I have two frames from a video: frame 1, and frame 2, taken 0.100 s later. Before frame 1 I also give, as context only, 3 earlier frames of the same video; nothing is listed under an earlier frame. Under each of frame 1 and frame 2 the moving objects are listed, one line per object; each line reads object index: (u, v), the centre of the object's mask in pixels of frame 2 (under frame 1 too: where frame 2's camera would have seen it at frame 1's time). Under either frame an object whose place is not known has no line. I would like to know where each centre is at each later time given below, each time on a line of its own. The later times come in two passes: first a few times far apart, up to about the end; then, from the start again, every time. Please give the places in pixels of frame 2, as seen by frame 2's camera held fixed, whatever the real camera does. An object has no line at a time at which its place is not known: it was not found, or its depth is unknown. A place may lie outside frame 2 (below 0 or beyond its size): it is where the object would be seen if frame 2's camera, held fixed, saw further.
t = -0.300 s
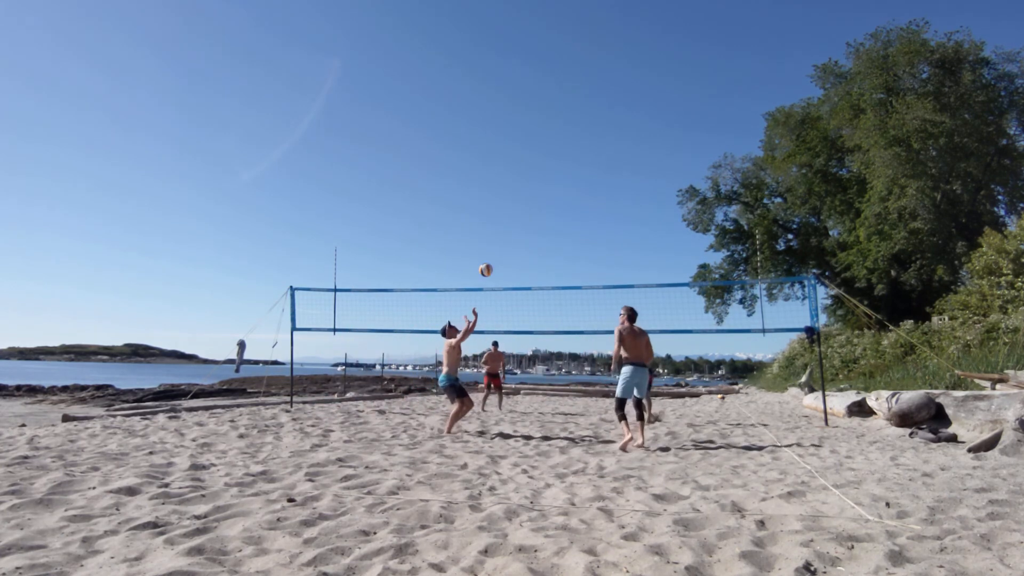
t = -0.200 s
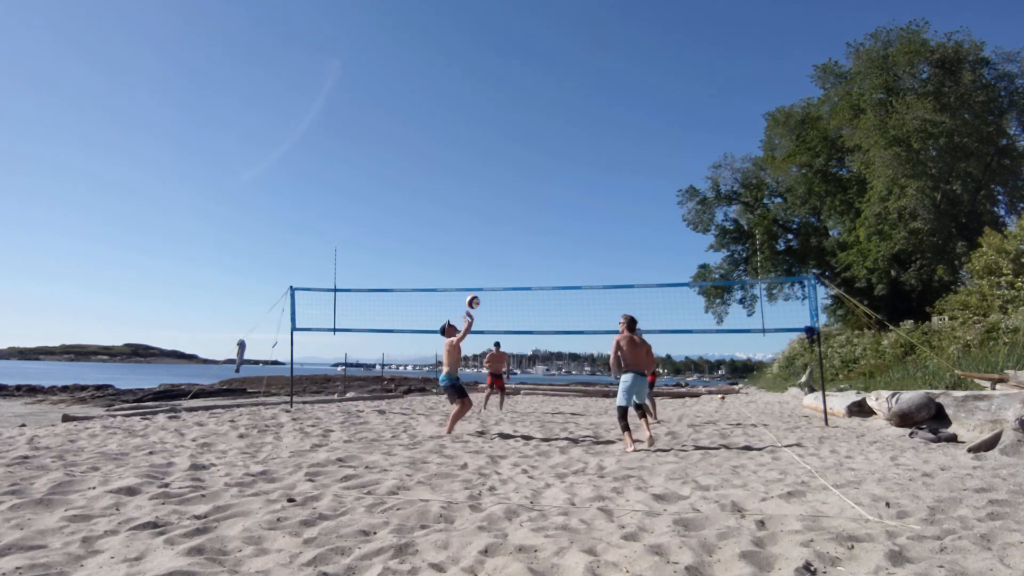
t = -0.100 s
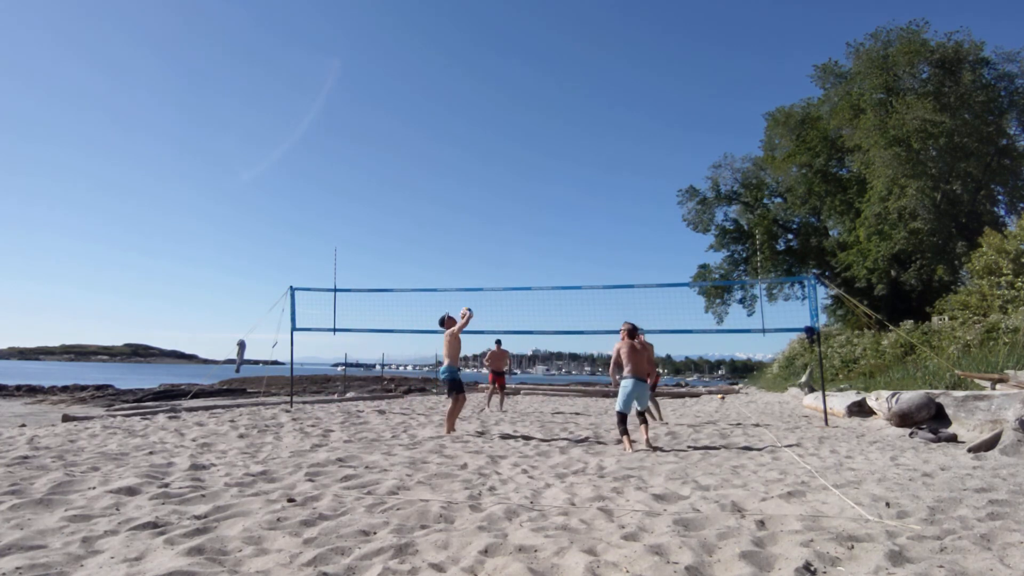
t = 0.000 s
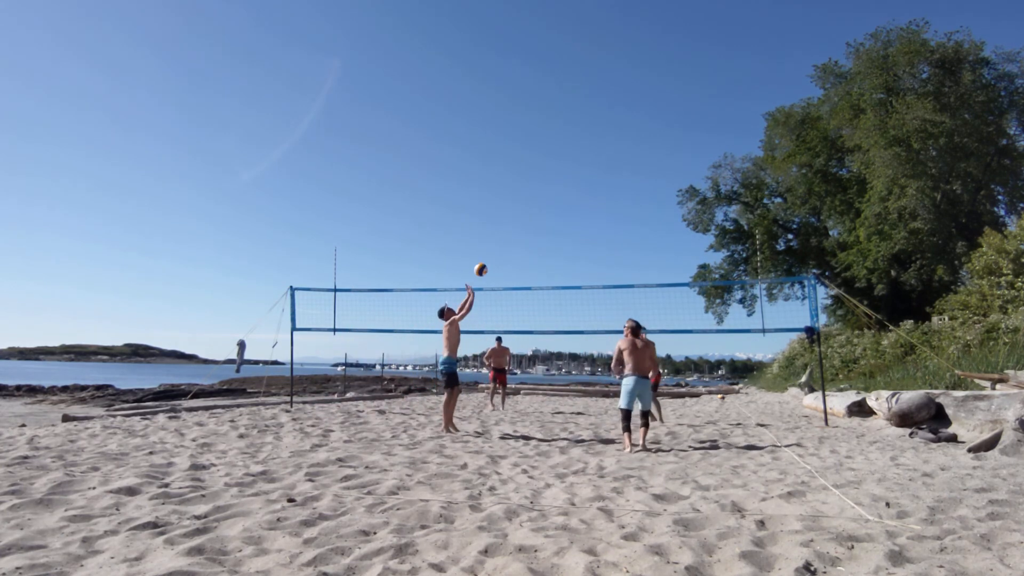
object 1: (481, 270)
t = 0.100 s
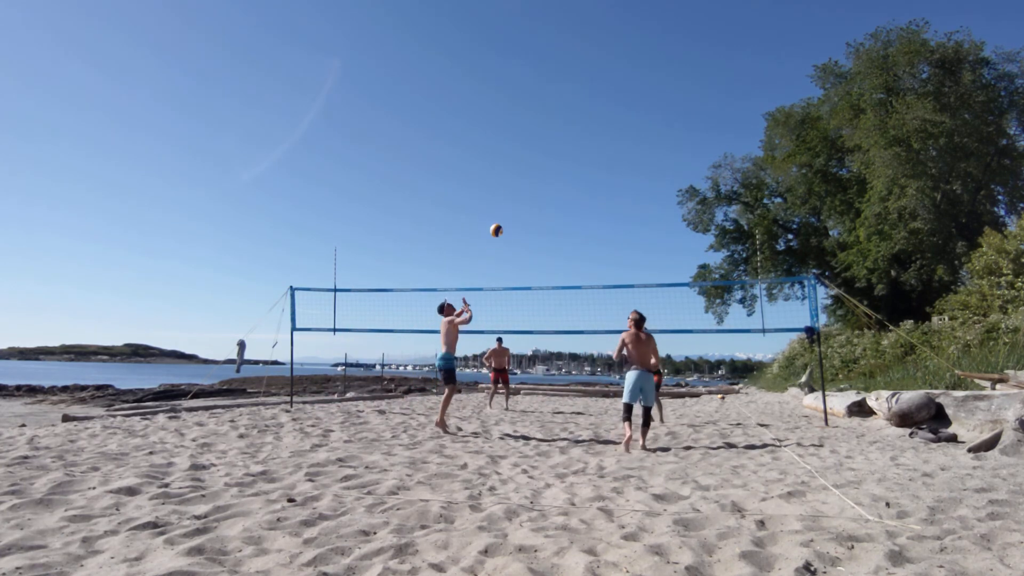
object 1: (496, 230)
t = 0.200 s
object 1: (510, 199)
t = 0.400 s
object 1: (534, 157)
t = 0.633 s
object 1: (559, 139)
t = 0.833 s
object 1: (579, 148)
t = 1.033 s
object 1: (597, 178)
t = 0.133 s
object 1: (501, 219)
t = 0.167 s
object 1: (506, 209)
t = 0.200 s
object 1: (510, 199)
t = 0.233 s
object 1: (514, 190)
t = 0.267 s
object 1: (518, 182)
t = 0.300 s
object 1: (522, 175)
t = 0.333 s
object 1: (526, 169)
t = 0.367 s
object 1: (530, 163)
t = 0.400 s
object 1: (534, 157)
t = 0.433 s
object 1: (538, 153)
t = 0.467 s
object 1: (541, 149)
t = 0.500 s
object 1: (545, 145)
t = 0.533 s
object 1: (548, 143)
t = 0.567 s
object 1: (552, 141)
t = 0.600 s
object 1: (556, 139)
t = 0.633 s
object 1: (559, 139)
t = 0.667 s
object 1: (562, 139)
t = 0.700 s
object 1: (566, 139)
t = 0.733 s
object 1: (569, 141)
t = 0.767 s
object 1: (572, 142)
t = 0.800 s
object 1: (576, 145)
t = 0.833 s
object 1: (579, 148)
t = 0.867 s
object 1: (582, 151)
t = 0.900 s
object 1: (585, 155)
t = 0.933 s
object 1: (588, 160)
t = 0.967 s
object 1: (591, 166)
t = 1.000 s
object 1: (594, 172)
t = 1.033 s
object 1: (597, 178)
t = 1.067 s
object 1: (600, 186)
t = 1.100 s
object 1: (603, 194)
